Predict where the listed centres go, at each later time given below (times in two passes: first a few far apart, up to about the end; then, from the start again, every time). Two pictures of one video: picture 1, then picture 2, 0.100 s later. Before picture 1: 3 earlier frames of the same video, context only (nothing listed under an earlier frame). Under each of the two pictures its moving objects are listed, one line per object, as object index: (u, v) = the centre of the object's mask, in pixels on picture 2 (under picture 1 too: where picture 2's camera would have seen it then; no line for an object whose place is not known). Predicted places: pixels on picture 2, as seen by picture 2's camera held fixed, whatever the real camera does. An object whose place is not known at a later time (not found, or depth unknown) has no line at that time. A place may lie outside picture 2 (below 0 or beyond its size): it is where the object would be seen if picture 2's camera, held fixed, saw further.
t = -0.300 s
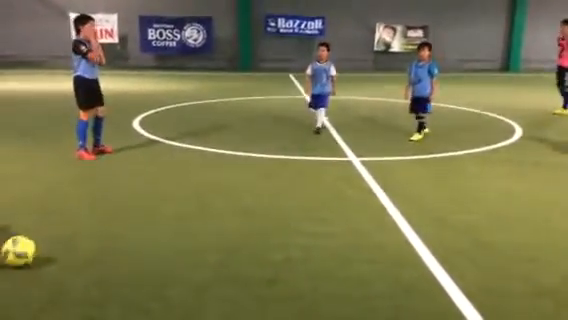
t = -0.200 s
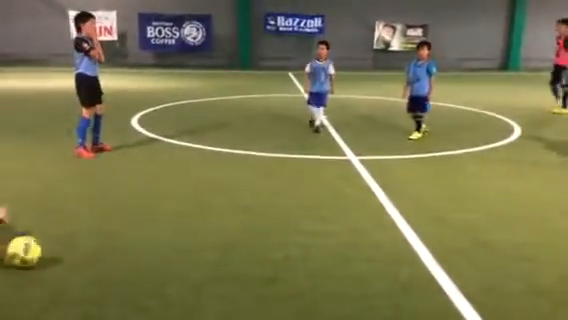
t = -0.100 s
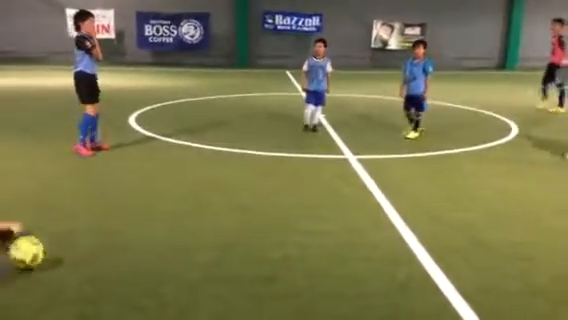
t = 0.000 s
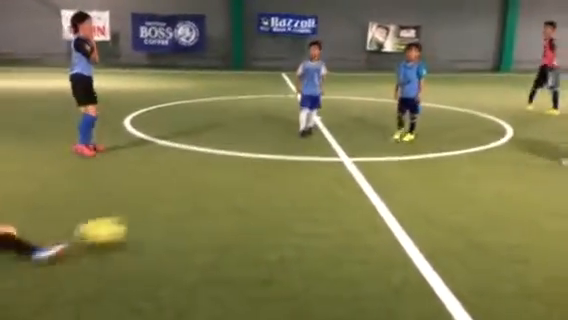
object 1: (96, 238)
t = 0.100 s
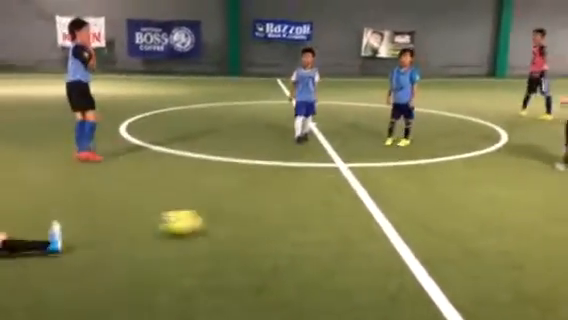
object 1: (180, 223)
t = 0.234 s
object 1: (257, 204)
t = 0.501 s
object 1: (350, 181)
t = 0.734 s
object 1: (405, 169)
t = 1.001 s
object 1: (456, 157)
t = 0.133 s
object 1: (204, 216)
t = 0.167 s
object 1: (223, 211)
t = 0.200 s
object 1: (241, 206)
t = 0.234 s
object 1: (257, 204)
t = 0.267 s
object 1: (271, 200)
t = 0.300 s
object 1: (285, 197)
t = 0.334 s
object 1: (298, 194)
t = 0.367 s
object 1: (311, 191)
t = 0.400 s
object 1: (321, 188)
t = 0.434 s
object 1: (332, 185)
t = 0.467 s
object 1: (340, 184)
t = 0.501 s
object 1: (350, 181)
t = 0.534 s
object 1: (359, 178)
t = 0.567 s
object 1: (367, 176)
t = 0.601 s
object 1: (375, 176)
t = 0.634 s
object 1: (382, 174)
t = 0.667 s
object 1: (391, 172)
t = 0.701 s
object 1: (398, 170)
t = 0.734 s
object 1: (405, 169)
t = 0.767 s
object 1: (411, 167)
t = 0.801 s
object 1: (418, 166)
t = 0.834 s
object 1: (425, 164)
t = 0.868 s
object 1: (432, 163)
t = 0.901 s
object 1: (436, 161)
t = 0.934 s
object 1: (443, 160)
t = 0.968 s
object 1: (449, 159)
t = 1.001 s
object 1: (456, 157)
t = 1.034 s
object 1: (461, 155)
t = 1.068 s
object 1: (466, 154)
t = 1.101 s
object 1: (472, 153)
